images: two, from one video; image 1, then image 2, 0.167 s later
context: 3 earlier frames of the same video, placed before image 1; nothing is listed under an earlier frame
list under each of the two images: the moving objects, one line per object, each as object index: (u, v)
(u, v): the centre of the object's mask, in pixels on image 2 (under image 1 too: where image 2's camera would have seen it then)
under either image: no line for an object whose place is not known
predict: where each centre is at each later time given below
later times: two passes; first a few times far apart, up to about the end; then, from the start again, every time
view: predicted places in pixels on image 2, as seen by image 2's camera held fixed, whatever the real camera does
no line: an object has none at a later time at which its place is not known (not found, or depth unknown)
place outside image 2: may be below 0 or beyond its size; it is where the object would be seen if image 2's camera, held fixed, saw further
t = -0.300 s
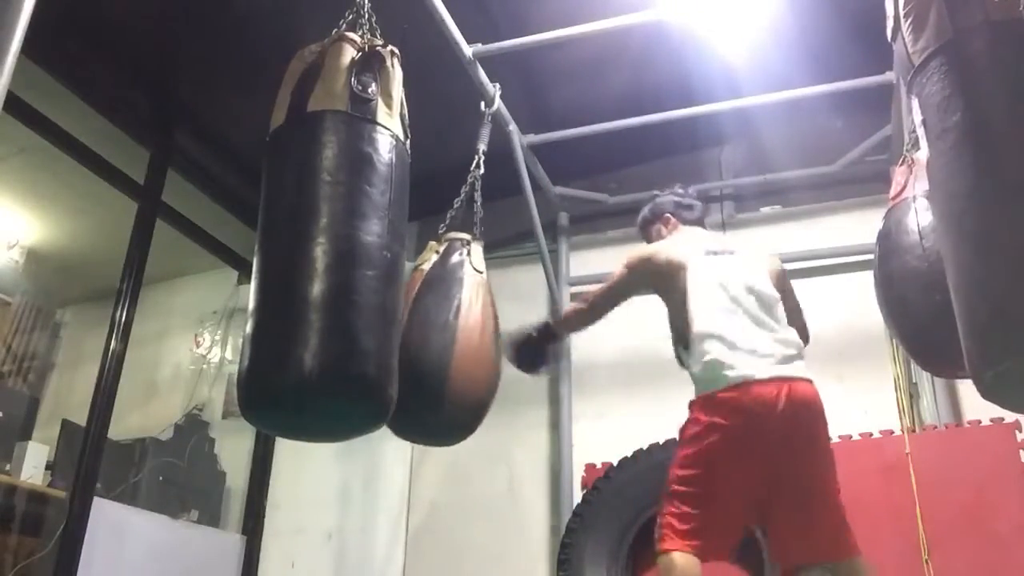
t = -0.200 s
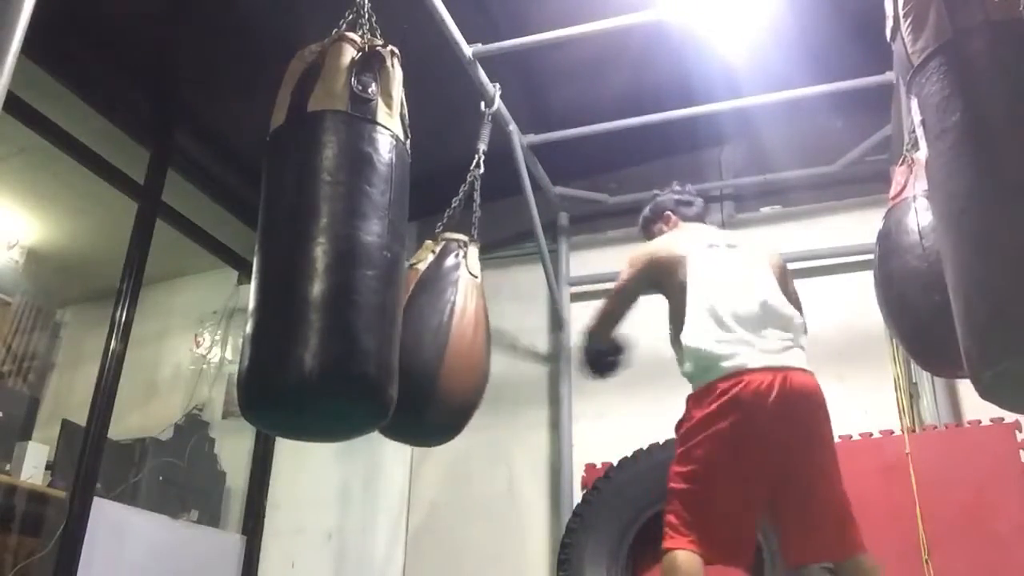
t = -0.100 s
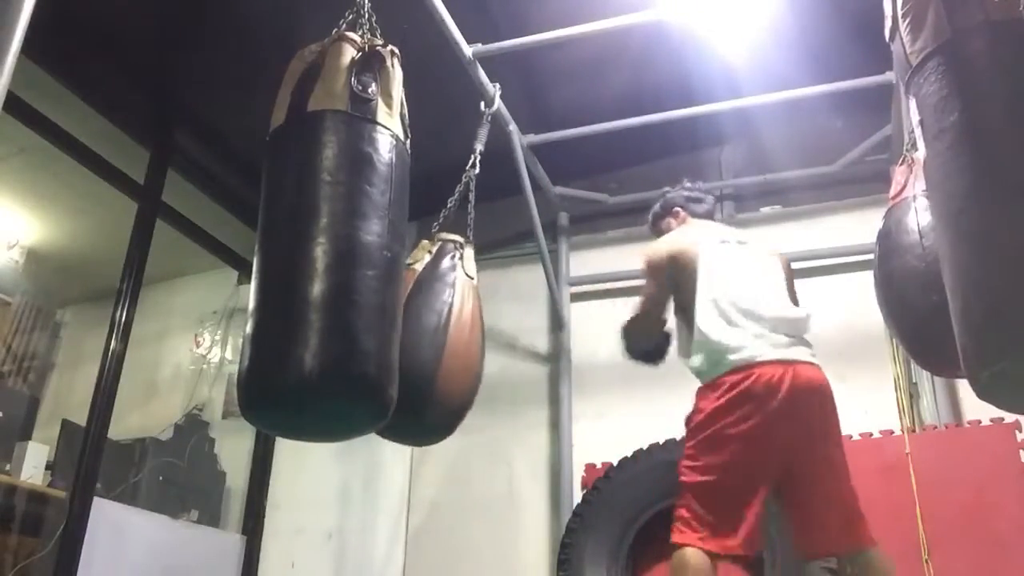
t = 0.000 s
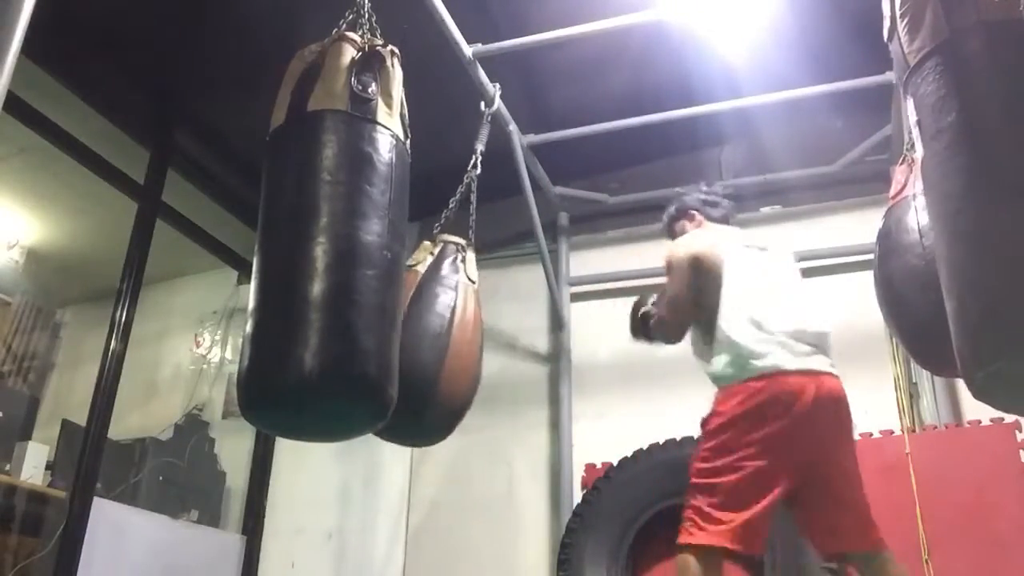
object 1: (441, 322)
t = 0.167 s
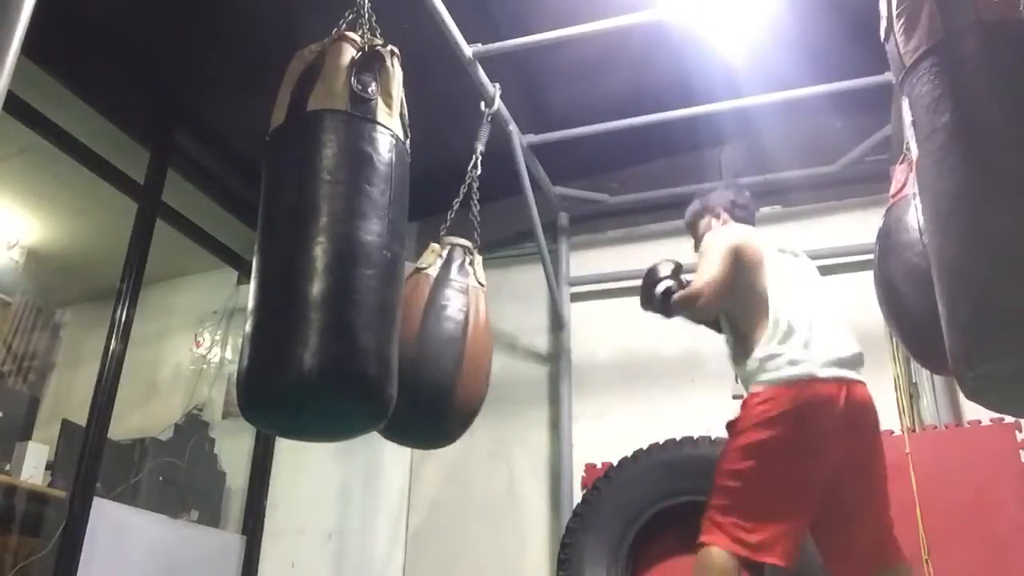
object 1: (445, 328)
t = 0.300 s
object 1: (454, 334)
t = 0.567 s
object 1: (490, 338)
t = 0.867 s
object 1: (526, 329)
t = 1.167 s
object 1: (526, 326)
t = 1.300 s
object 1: (514, 327)
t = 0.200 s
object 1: (447, 330)
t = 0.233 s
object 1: (449, 331)
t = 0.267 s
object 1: (452, 333)
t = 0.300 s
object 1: (454, 334)
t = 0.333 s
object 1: (457, 335)
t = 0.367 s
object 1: (461, 337)
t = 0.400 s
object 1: (464, 338)
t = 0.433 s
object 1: (469, 339)
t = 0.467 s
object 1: (474, 339)
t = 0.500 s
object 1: (479, 339)
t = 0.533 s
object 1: (485, 338)
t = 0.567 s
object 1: (490, 338)
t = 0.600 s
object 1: (495, 337)
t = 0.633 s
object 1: (500, 337)
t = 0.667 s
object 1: (505, 336)
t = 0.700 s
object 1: (509, 336)
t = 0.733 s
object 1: (514, 335)
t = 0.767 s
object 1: (518, 333)
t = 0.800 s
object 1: (521, 333)
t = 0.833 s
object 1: (524, 332)
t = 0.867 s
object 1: (526, 329)
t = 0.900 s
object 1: (528, 329)
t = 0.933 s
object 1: (530, 327)
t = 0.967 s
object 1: (531, 326)
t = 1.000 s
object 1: (532, 326)
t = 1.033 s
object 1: (532, 325)
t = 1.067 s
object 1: (531, 325)
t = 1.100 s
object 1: (530, 325)
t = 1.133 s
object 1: (528, 326)
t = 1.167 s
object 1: (526, 326)
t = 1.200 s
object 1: (524, 326)
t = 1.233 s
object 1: (521, 326)
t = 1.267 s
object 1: (518, 326)
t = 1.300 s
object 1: (514, 327)
